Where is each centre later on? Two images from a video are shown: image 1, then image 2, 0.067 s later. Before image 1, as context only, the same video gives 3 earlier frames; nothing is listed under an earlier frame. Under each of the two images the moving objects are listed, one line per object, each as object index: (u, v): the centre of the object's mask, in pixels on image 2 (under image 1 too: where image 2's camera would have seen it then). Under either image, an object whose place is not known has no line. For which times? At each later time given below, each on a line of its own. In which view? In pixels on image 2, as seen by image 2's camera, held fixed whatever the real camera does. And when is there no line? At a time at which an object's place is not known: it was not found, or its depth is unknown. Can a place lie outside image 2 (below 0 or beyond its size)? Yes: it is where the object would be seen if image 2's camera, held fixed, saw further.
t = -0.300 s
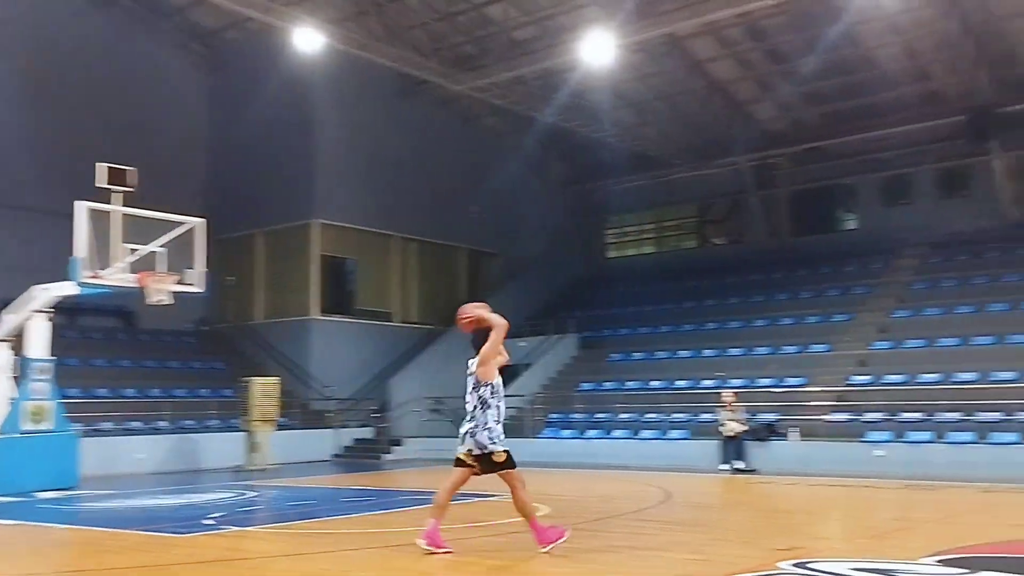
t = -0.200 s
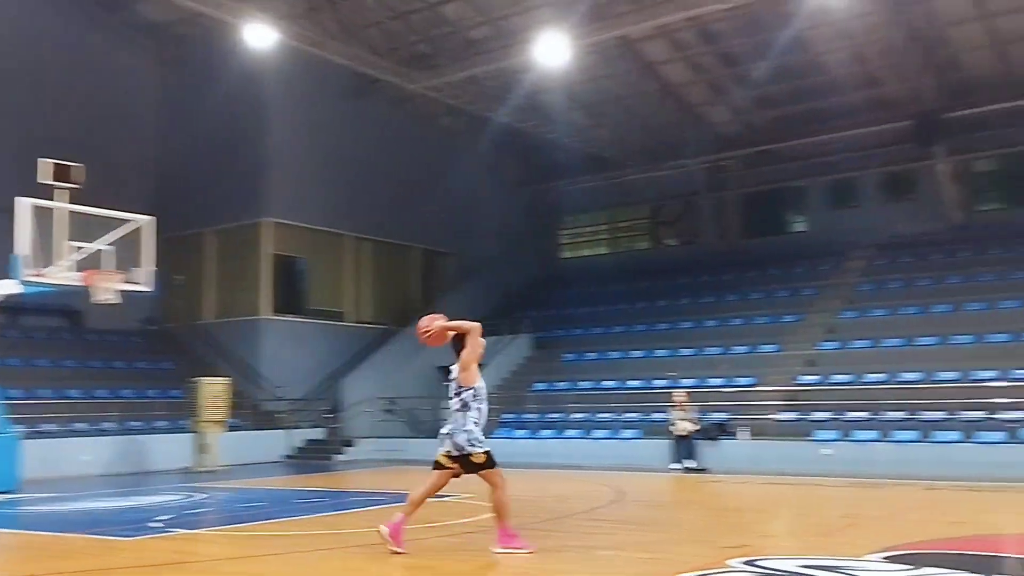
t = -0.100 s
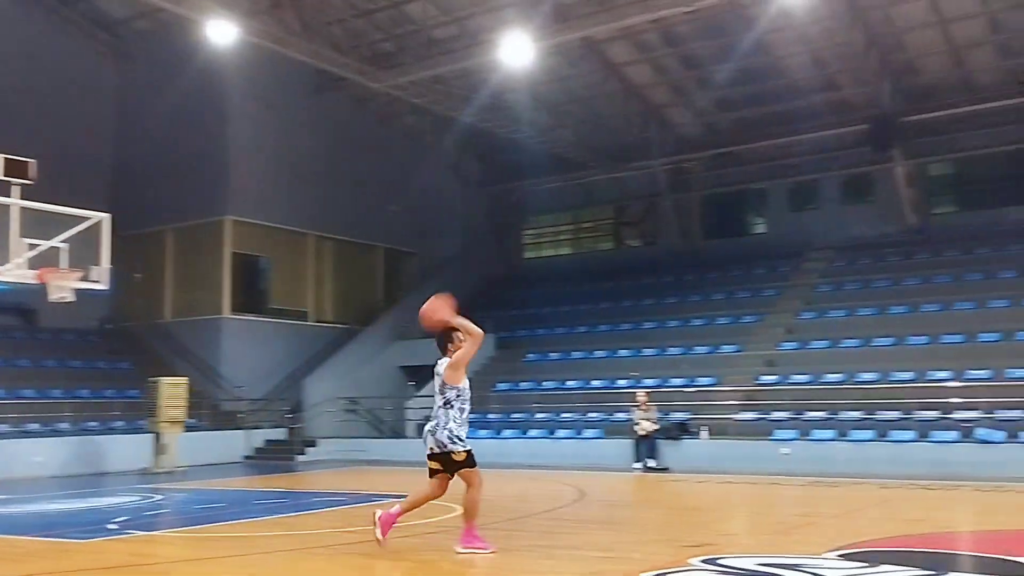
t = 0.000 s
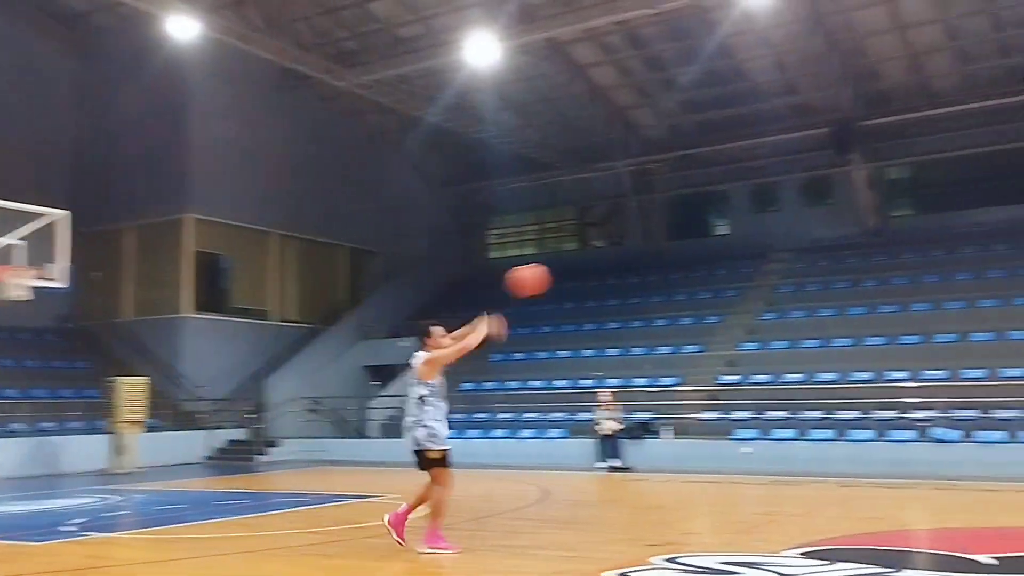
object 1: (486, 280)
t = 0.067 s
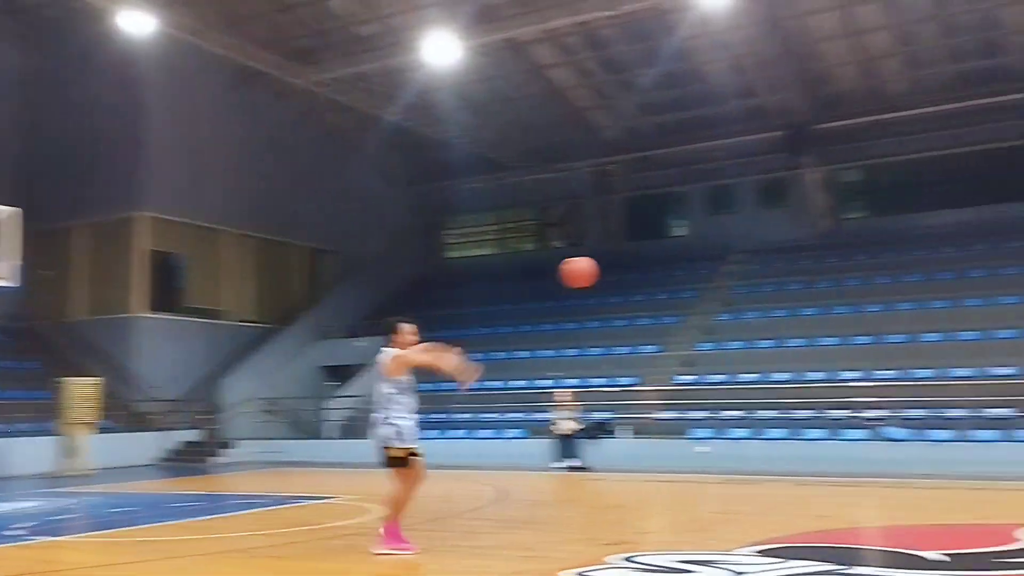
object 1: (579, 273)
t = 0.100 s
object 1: (623, 270)
